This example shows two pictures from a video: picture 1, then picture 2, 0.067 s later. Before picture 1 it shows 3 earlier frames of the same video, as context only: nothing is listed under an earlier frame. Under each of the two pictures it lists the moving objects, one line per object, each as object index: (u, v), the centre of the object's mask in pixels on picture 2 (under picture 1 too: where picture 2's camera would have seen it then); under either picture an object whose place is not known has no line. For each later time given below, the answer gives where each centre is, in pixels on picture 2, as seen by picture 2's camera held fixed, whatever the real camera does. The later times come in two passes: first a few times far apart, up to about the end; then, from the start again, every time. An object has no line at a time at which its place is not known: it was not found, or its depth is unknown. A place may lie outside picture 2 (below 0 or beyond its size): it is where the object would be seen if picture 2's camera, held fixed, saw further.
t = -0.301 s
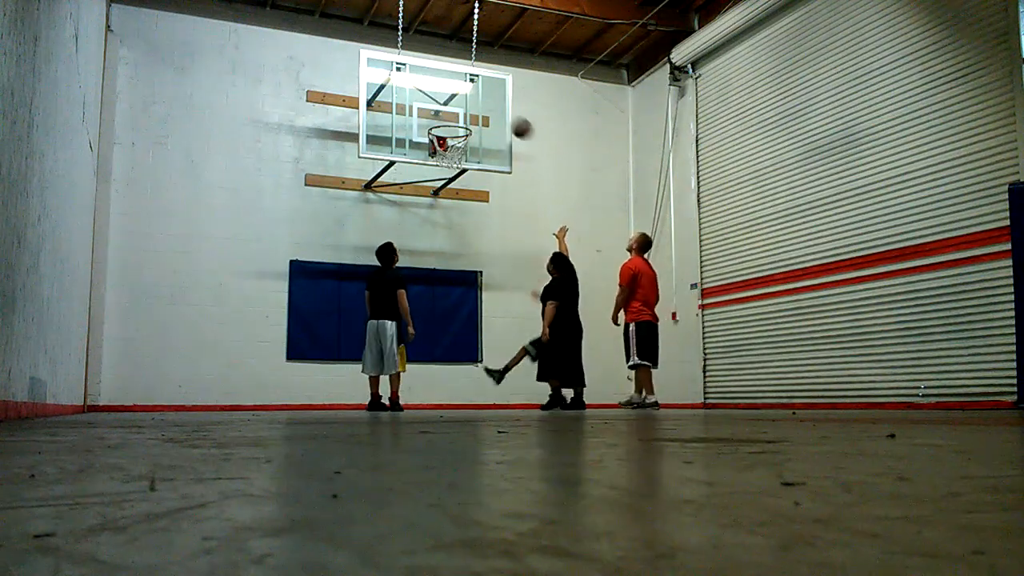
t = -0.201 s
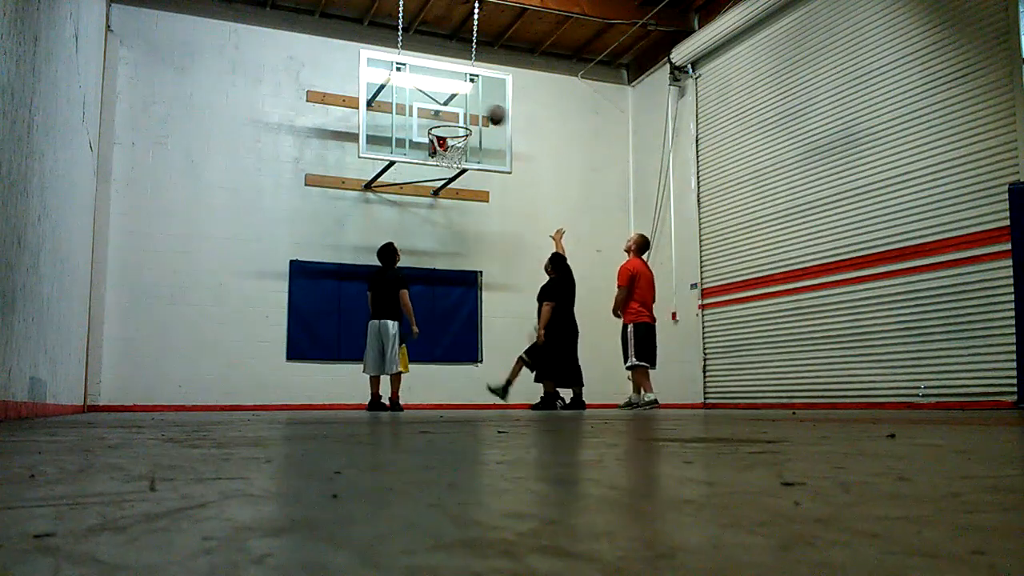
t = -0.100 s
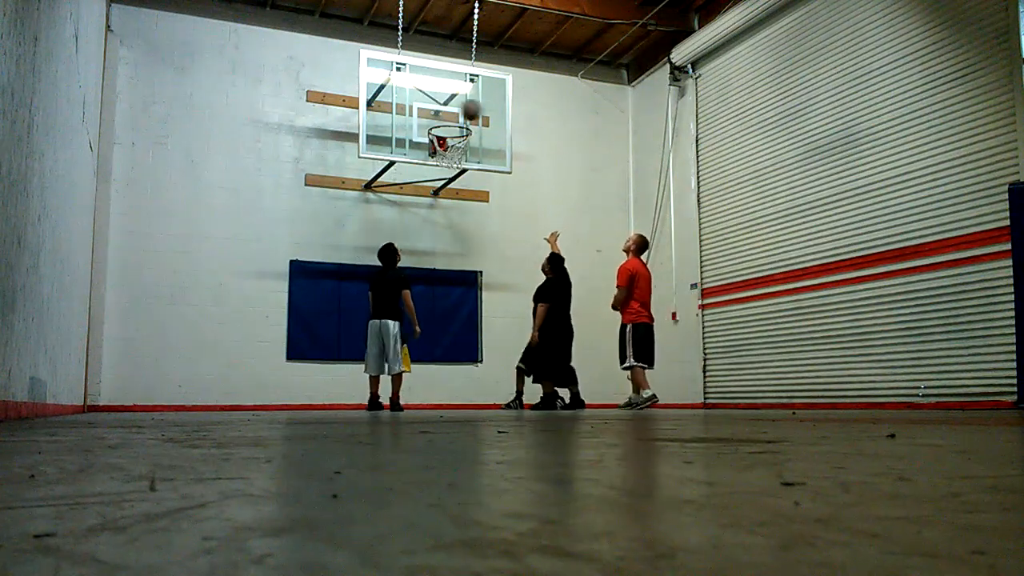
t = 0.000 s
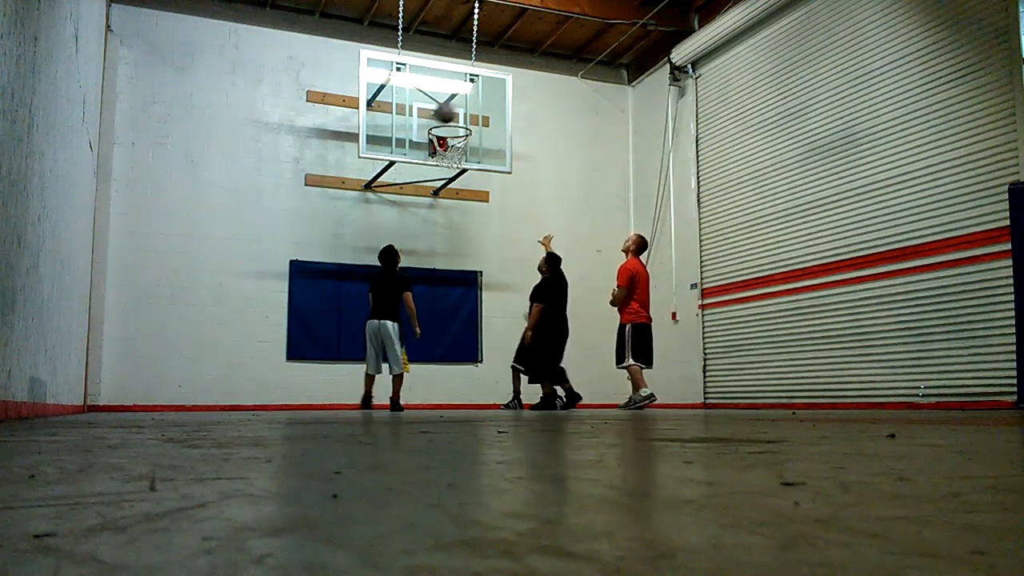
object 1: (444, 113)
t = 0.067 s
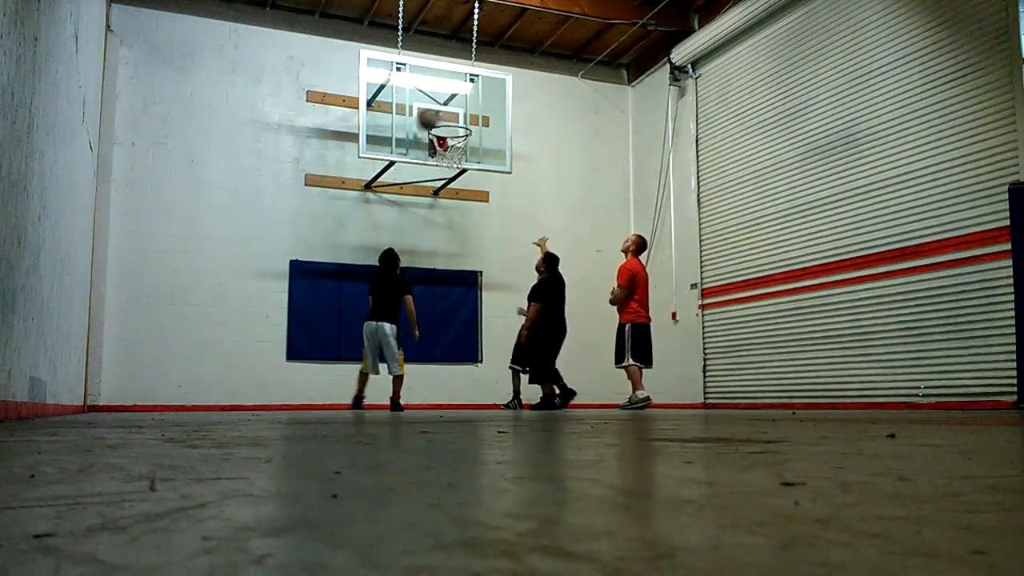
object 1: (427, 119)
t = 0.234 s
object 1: (381, 143)
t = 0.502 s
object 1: (306, 233)
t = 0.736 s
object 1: (232, 376)
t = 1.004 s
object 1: (191, 293)
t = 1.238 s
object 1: (158, 232)
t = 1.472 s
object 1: (122, 224)
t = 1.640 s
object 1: (103, 248)
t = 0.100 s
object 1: (418, 123)
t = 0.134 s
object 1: (410, 126)
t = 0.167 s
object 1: (401, 130)
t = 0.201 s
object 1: (391, 137)
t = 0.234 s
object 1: (381, 143)
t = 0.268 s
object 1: (373, 150)
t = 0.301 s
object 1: (363, 158)
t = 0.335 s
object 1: (354, 167)
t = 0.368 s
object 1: (344, 179)
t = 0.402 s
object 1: (334, 191)
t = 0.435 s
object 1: (325, 204)
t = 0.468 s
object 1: (315, 218)
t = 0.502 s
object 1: (306, 233)
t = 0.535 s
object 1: (296, 247)
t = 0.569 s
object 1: (283, 266)
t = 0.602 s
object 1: (275, 286)
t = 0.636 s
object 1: (264, 307)
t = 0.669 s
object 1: (254, 328)
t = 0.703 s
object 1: (243, 351)
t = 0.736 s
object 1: (232, 376)
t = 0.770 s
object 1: (222, 395)
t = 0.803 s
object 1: (216, 382)
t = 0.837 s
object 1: (212, 366)
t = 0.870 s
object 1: (208, 349)
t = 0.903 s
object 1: (204, 334)
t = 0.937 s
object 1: (199, 318)
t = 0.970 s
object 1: (195, 305)
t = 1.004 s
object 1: (191, 293)
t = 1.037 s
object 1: (186, 281)
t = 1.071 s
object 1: (181, 270)
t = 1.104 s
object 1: (177, 260)
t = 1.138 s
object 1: (172, 252)
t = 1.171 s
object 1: (167, 244)
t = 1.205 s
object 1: (163, 238)
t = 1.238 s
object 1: (158, 232)
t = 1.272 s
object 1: (153, 228)
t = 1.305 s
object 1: (148, 224)
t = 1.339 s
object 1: (143, 222)
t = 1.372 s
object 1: (138, 221)
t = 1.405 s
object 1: (133, 221)
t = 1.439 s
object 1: (127, 222)
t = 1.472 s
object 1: (122, 224)
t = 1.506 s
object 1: (117, 227)
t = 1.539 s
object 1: (111, 231)
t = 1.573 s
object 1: (105, 237)
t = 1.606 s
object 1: (100, 244)
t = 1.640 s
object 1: (103, 248)
